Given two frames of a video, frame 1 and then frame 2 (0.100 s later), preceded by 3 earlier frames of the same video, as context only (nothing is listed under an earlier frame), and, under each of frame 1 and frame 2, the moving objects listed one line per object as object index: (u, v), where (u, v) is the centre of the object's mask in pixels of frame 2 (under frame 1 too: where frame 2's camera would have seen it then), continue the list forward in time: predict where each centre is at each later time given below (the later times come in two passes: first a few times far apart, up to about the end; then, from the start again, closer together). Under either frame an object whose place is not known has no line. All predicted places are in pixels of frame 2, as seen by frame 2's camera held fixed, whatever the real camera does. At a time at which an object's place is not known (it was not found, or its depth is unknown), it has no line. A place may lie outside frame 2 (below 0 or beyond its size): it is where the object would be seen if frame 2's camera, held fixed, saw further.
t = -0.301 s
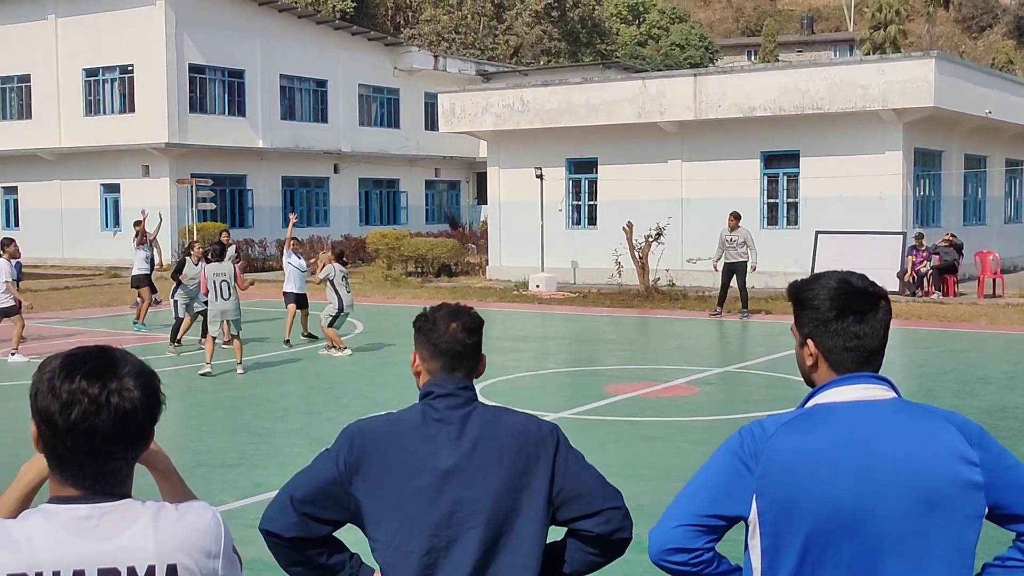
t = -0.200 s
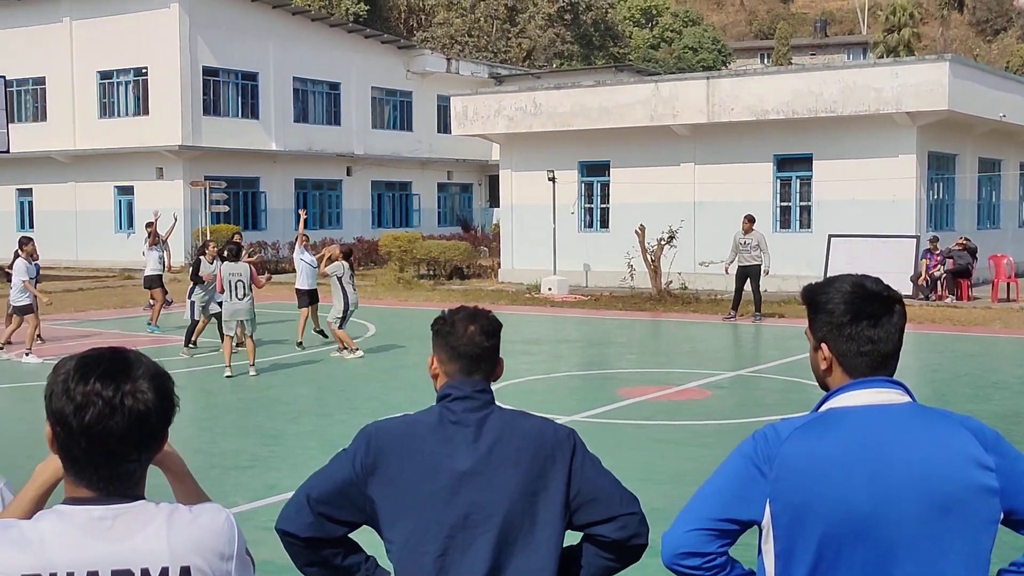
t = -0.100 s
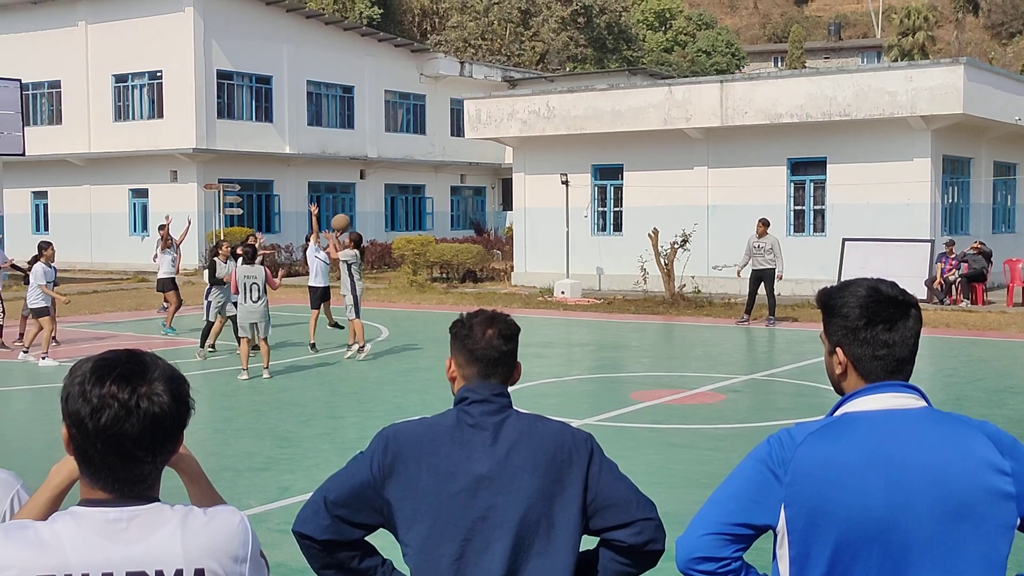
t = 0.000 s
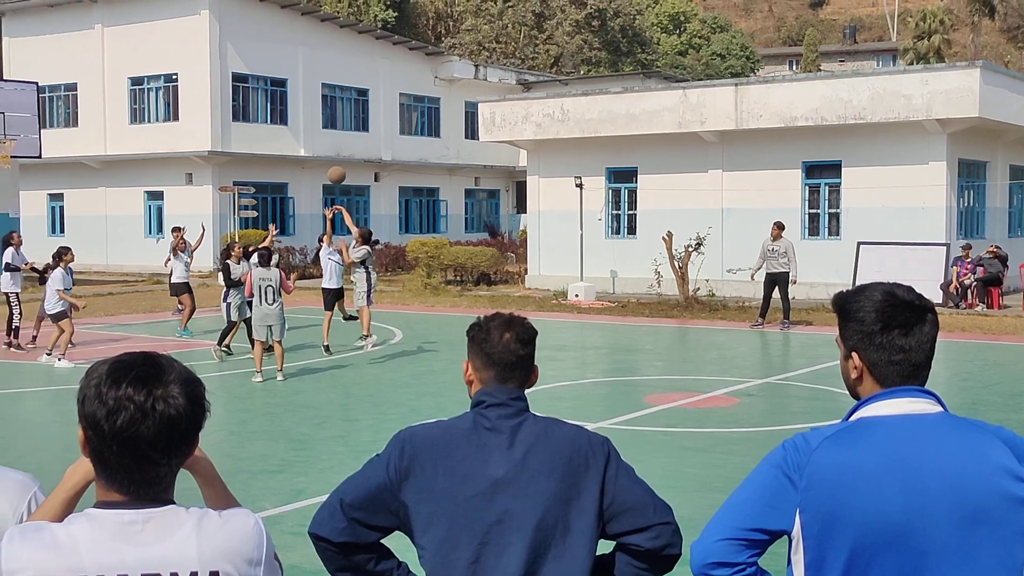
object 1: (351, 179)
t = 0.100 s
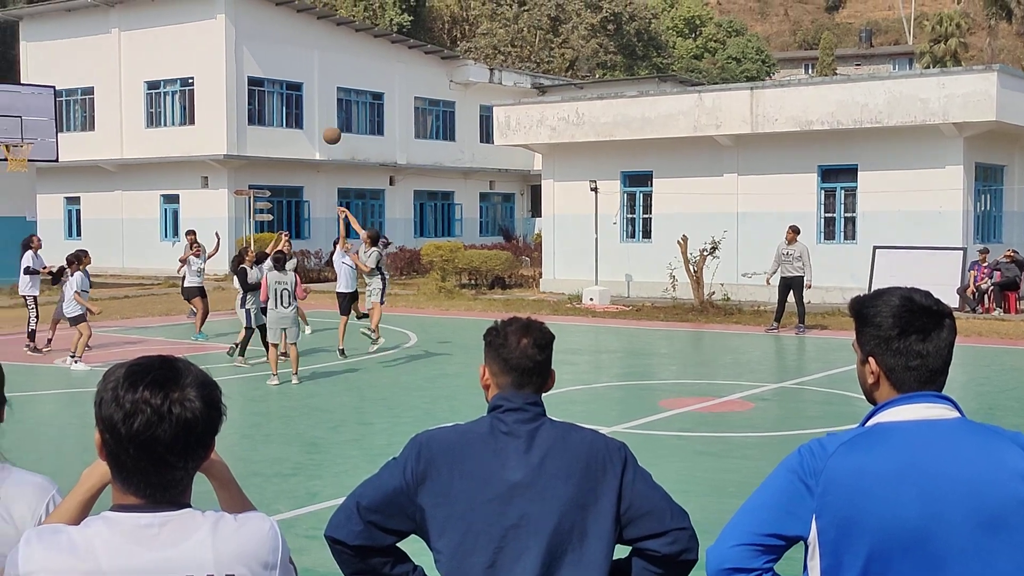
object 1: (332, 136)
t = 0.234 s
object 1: (306, 89)
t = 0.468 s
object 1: (263, 42)
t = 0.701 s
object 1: (221, 34)
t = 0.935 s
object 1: (181, 65)
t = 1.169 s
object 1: (144, 134)
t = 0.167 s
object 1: (319, 111)
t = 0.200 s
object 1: (313, 100)
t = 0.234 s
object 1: (306, 89)
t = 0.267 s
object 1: (300, 80)
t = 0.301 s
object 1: (294, 72)
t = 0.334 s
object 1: (287, 64)
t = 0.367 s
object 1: (281, 57)
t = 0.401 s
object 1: (275, 51)
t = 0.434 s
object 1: (269, 46)
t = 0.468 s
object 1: (263, 42)
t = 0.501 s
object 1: (257, 38)
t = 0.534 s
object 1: (251, 36)
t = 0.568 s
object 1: (245, 34)
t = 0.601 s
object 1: (239, 32)
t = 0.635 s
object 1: (233, 32)
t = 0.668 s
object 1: (227, 33)
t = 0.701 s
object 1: (221, 34)
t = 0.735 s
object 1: (215, 36)
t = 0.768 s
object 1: (210, 39)
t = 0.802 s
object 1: (204, 43)
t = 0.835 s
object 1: (198, 47)
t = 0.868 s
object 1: (192, 52)
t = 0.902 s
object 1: (187, 58)
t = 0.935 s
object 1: (181, 65)
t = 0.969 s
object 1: (176, 72)
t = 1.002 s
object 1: (171, 81)
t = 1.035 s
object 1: (165, 90)
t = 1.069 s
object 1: (160, 100)
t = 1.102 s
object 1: (154, 111)
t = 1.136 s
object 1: (149, 122)
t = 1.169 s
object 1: (144, 134)
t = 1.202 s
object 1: (139, 146)
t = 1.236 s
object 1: (134, 160)
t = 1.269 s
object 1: (129, 173)
